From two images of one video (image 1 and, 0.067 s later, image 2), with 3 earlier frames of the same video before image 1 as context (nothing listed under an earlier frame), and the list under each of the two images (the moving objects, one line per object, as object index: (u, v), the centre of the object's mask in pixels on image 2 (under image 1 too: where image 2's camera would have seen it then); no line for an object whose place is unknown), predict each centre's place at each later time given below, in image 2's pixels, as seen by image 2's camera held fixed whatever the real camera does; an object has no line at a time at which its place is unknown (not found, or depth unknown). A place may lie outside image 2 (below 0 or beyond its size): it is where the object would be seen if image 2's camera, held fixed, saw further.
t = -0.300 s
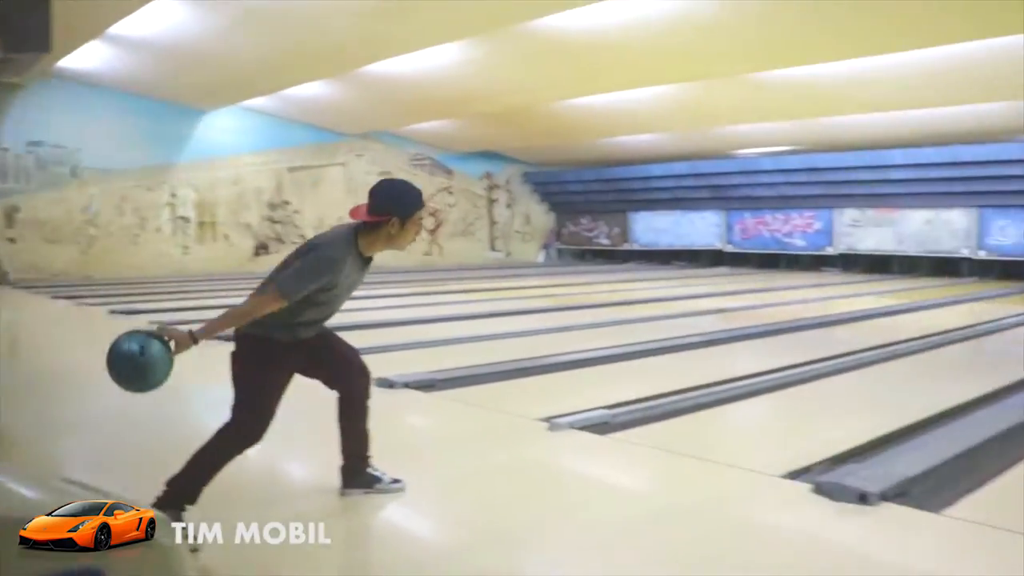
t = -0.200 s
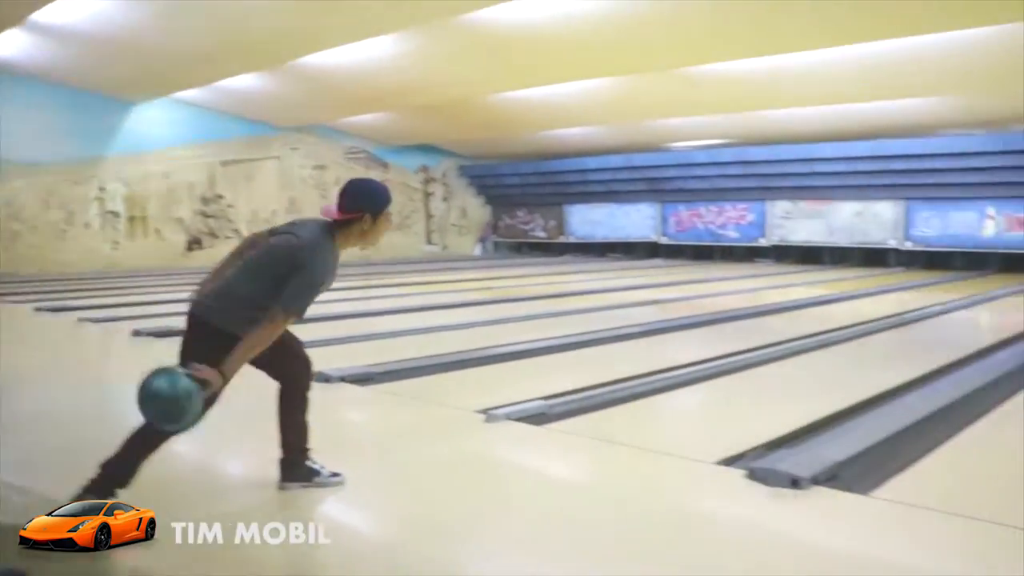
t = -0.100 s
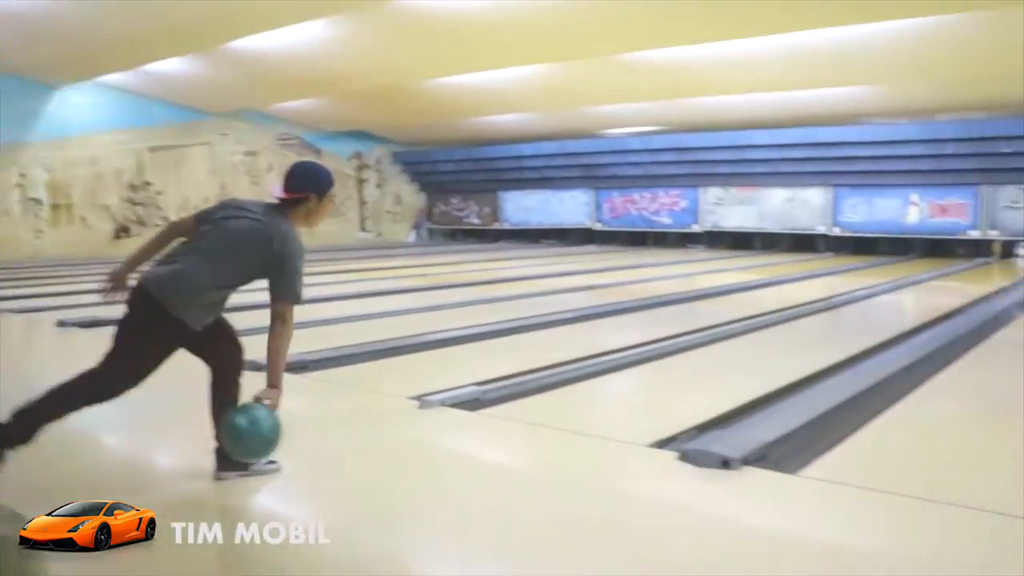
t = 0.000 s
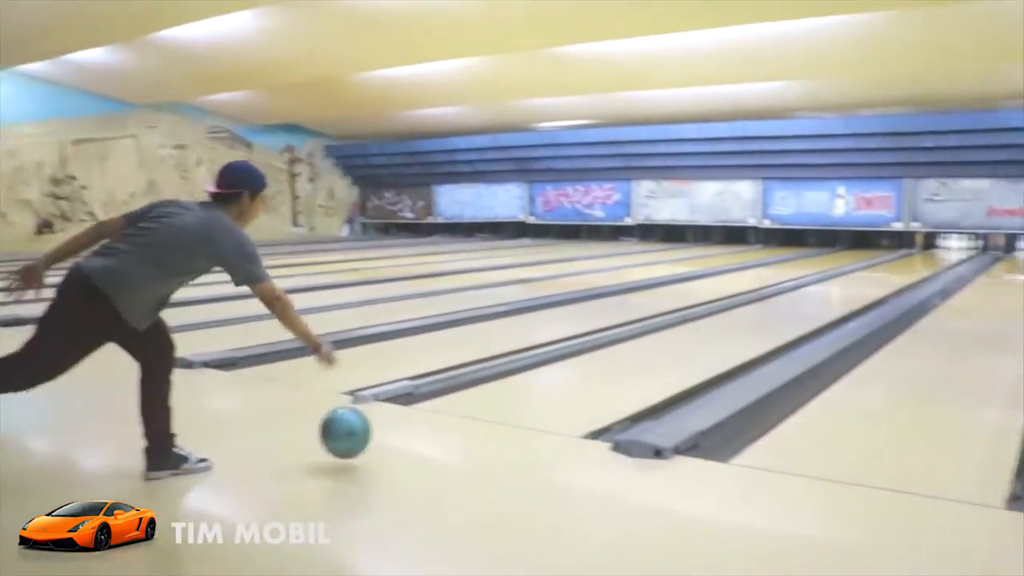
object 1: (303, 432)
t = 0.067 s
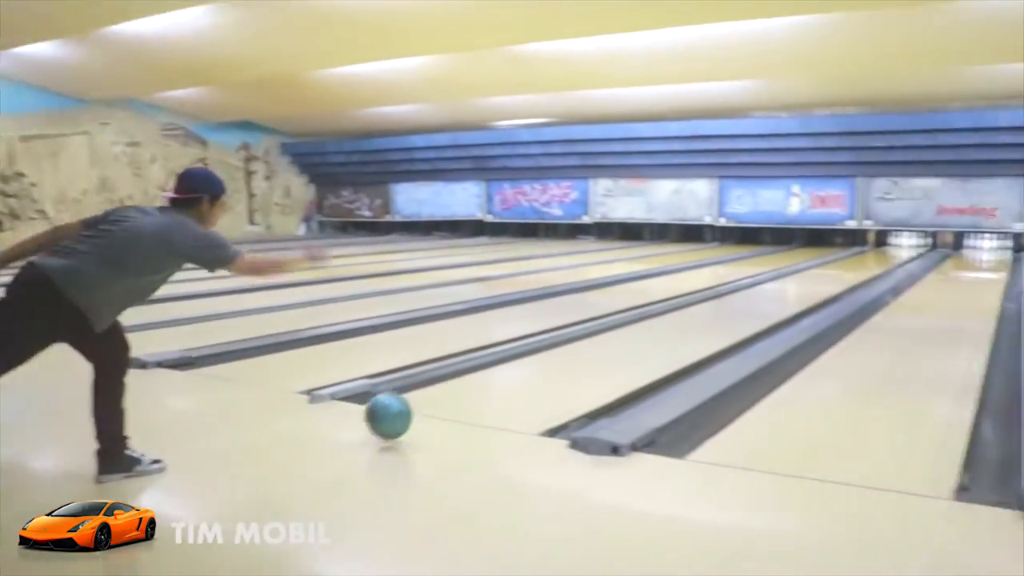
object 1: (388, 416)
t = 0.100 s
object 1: (424, 405)
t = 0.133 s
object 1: (457, 398)
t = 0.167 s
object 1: (488, 393)
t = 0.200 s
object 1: (516, 385)
